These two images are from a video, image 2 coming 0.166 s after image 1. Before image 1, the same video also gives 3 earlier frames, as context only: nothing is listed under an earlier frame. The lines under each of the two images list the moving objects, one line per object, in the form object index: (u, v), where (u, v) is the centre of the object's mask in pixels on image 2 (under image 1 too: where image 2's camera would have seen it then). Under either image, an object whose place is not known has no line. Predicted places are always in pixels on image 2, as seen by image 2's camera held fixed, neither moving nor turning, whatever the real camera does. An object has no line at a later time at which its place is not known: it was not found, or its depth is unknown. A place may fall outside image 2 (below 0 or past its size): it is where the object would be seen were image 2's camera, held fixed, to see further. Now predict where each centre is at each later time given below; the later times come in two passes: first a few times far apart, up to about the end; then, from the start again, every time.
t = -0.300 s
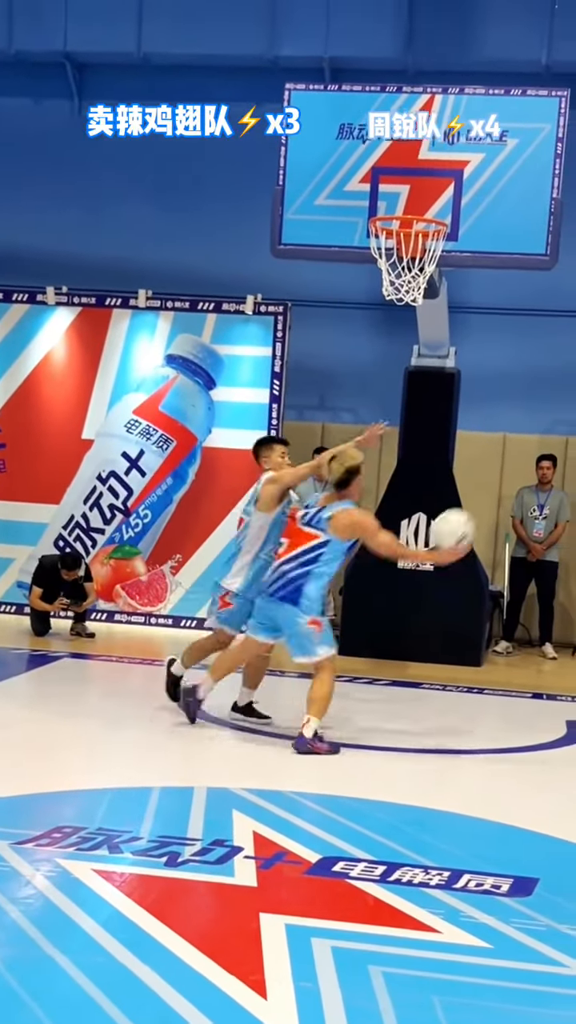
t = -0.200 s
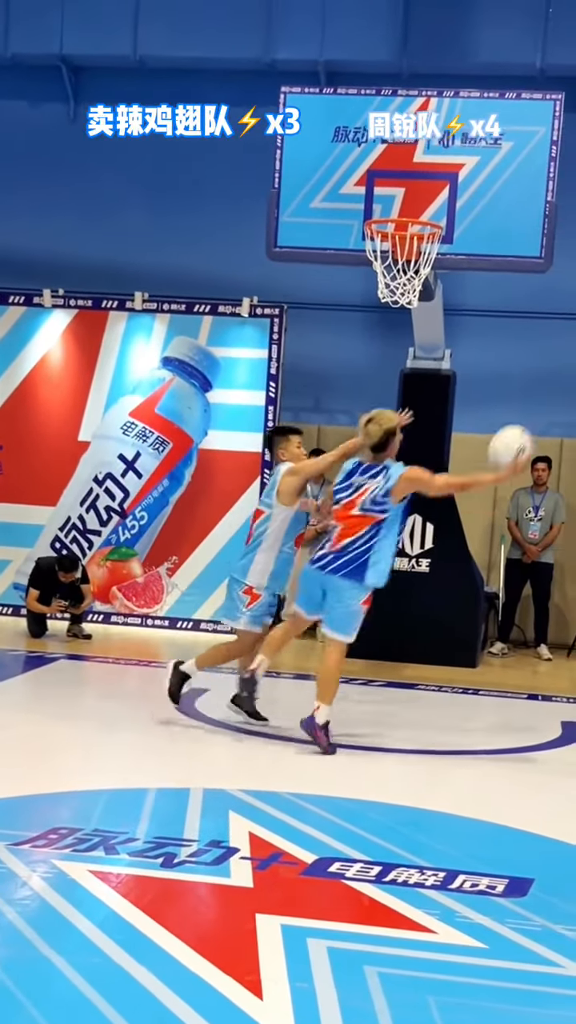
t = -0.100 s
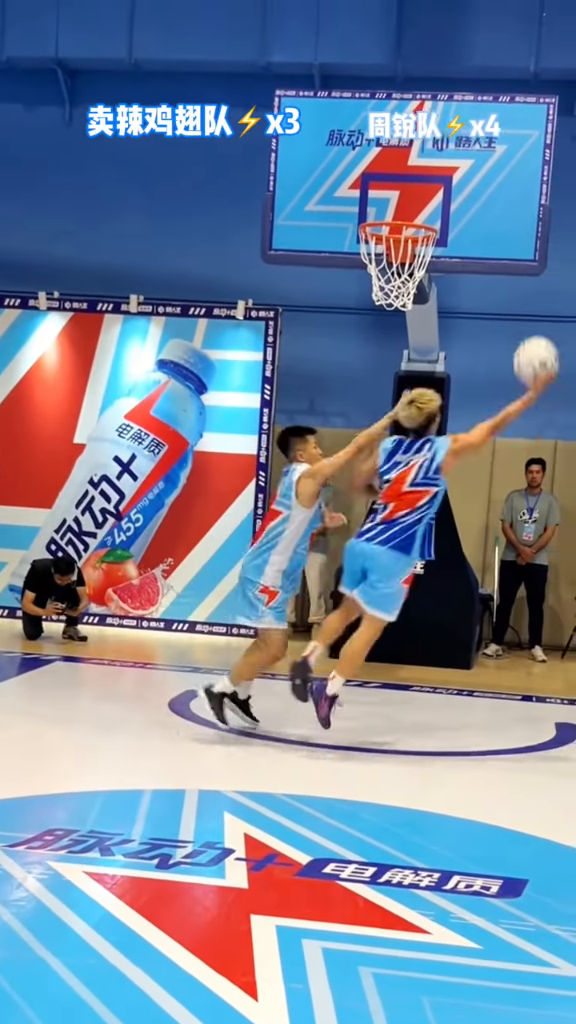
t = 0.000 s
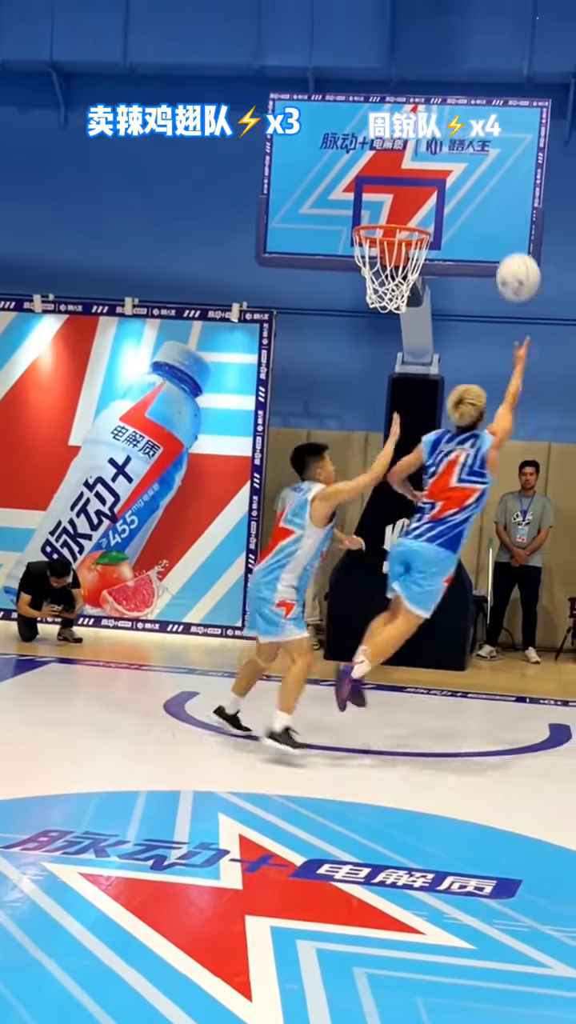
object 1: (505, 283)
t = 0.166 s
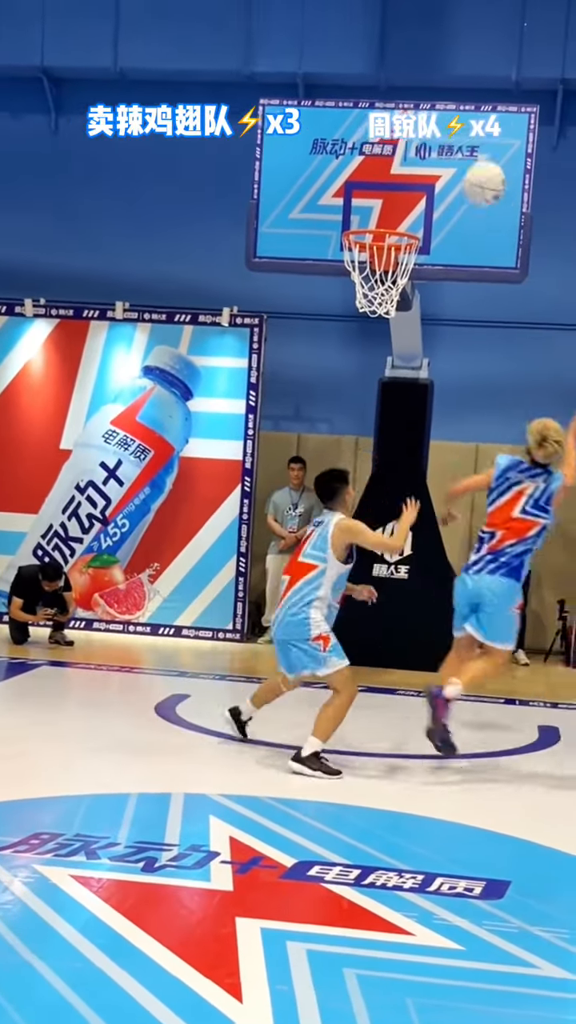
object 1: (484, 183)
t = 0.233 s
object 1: (475, 159)
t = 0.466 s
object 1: (440, 143)
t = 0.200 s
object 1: (480, 170)
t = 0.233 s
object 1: (475, 159)
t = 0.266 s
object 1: (470, 150)
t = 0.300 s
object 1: (464, 144)
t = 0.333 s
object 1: (461, 141)
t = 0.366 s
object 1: (456, 140)
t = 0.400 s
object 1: (451, 139)
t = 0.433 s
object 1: (444, 142)
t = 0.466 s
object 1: (440, 143)
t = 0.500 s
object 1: (434, 145)
